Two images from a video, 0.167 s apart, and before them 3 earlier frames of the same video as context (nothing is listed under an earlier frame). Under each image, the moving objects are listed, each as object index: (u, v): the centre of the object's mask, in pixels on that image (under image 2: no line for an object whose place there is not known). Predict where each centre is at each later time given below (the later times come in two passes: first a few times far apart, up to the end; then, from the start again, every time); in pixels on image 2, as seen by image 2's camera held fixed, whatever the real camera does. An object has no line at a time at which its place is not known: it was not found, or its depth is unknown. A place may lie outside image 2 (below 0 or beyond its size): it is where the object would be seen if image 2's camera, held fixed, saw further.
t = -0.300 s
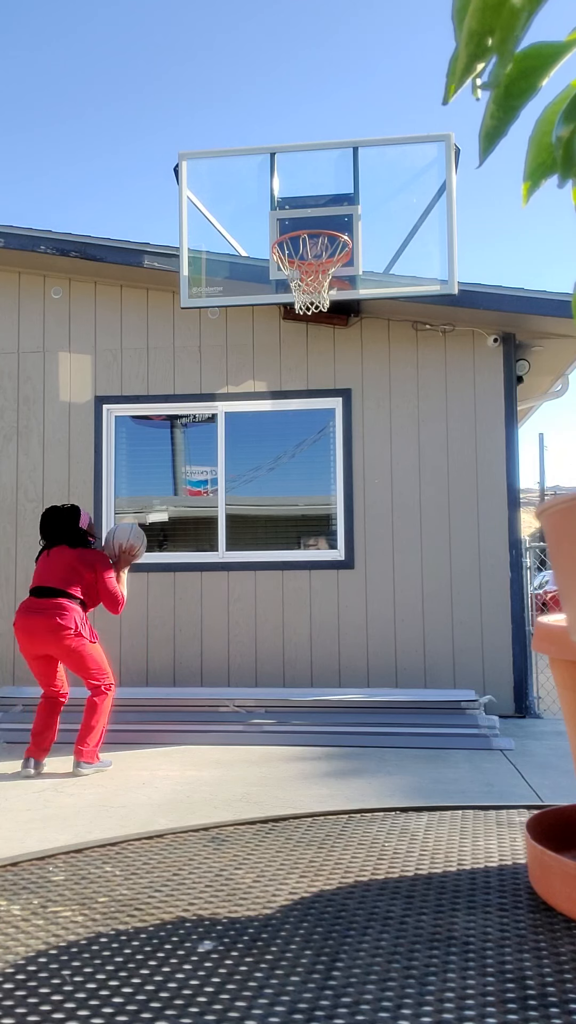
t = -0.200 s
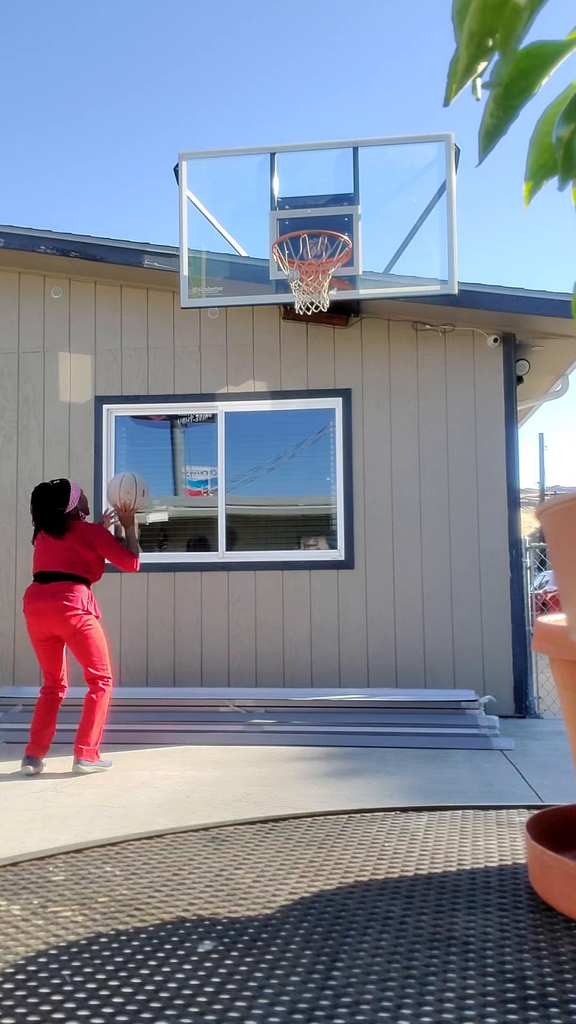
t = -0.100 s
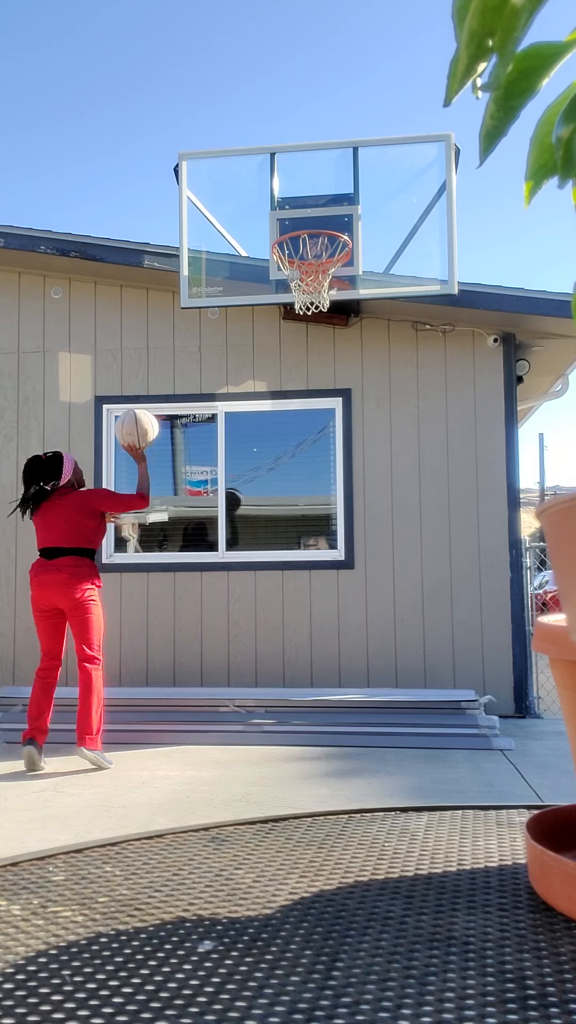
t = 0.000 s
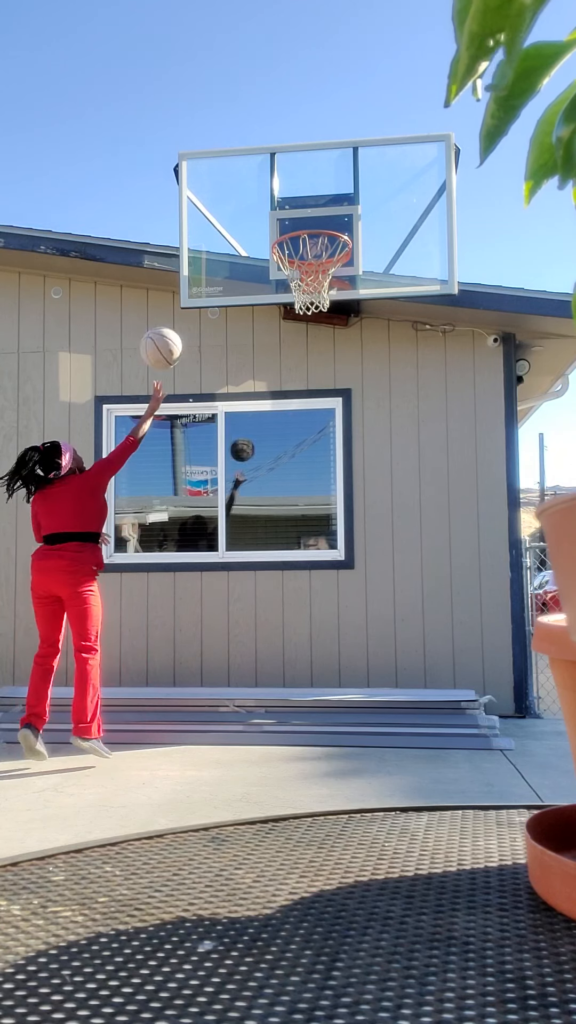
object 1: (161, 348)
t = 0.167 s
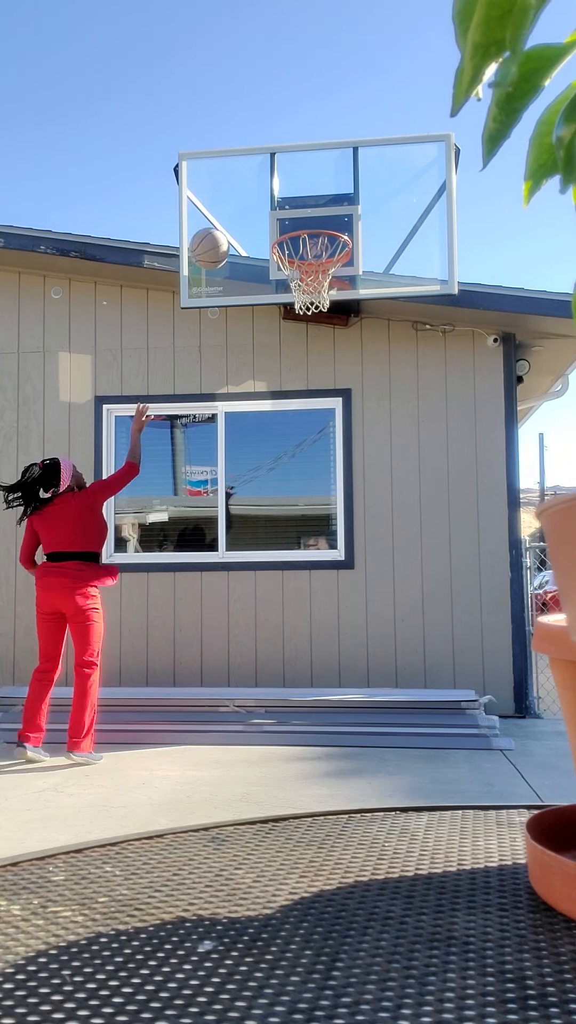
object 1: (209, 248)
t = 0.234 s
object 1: (228, 223)
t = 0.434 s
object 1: (282, 194)
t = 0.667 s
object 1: (338, 225)
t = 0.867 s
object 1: (295, 211)
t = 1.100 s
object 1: (247, 224)
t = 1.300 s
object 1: (208, 268)
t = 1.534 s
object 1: (161, 398)
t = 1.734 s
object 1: (121, 583)
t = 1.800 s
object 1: (107, 661)
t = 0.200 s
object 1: (218, 235)
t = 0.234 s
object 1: (228, 223)
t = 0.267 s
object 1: (237, 213)
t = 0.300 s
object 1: (246, 206)
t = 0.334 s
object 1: (255, 200)
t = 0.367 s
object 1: (264, 196)
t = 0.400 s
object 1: (273, 194)
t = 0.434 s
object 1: (282, 194)
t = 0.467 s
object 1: (290, 195)
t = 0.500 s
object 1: (299, 199)
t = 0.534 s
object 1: (307, 204)
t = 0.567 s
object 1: (316, 210)
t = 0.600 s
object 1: (324, 216)
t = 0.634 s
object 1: (333, 222)
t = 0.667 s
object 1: (338, 225)
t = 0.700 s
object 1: (330, 221)
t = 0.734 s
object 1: (323, 217)
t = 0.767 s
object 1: (316, 214)
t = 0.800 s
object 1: (309, 212)
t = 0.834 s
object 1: (302, 210)
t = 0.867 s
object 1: (295, 211)
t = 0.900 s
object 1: (288, 213)
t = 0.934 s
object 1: (281, 216)
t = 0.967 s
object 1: (274, 221)
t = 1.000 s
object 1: (267, 226)
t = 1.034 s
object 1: (261, 224)
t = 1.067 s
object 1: (254, 223)
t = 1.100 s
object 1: (247, 224)
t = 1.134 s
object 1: (241, 227)
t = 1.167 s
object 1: (234, 232)
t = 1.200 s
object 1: (227, 238)
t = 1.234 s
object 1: (221, 246)
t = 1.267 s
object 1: (214, 256)
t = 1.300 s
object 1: (208, 268)
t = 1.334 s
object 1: (201, 280)
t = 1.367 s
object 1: (194, 296)
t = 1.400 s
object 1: (187, 312)
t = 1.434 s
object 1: (181, 331)
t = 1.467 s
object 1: (174, 351)
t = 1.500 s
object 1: (167, 373)
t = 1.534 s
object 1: (161, 398)
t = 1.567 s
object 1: (154, 424)
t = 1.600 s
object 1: (147, 452)
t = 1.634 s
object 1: (140, 482)
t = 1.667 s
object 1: (134, 514)
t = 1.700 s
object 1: (128, 547)
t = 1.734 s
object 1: (121, 583)
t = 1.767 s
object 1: (114, 621)
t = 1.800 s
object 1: (107, 661)
